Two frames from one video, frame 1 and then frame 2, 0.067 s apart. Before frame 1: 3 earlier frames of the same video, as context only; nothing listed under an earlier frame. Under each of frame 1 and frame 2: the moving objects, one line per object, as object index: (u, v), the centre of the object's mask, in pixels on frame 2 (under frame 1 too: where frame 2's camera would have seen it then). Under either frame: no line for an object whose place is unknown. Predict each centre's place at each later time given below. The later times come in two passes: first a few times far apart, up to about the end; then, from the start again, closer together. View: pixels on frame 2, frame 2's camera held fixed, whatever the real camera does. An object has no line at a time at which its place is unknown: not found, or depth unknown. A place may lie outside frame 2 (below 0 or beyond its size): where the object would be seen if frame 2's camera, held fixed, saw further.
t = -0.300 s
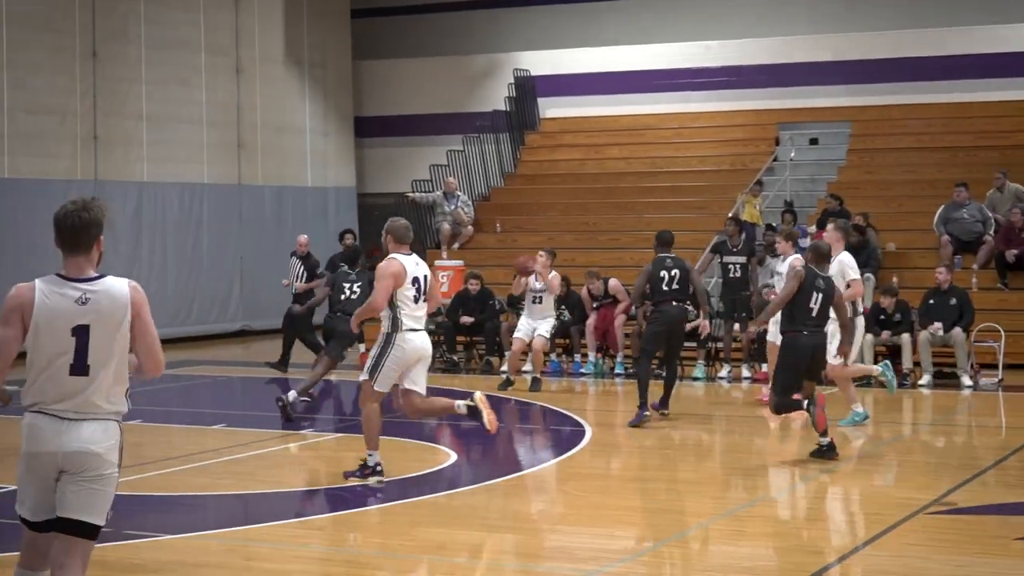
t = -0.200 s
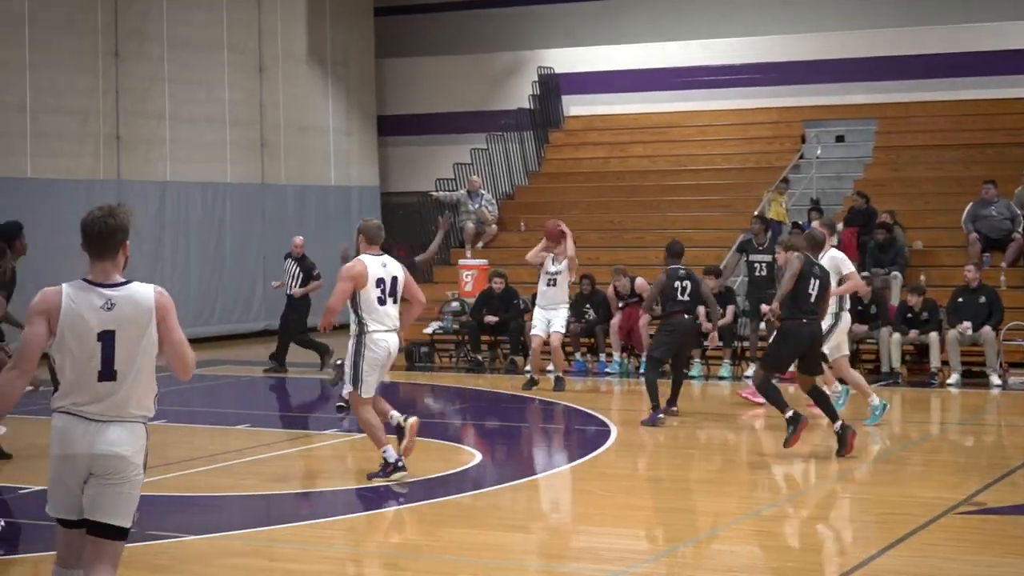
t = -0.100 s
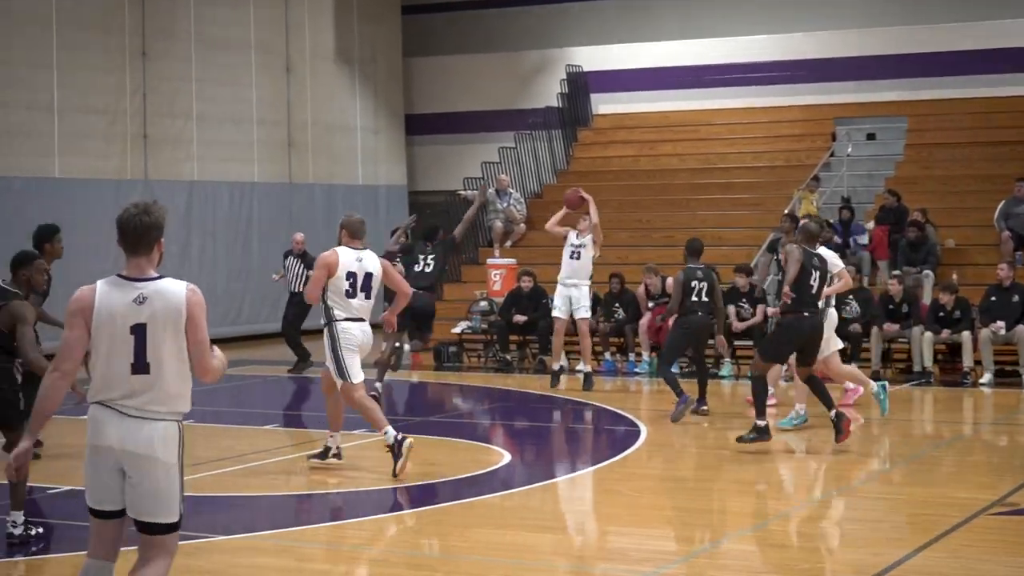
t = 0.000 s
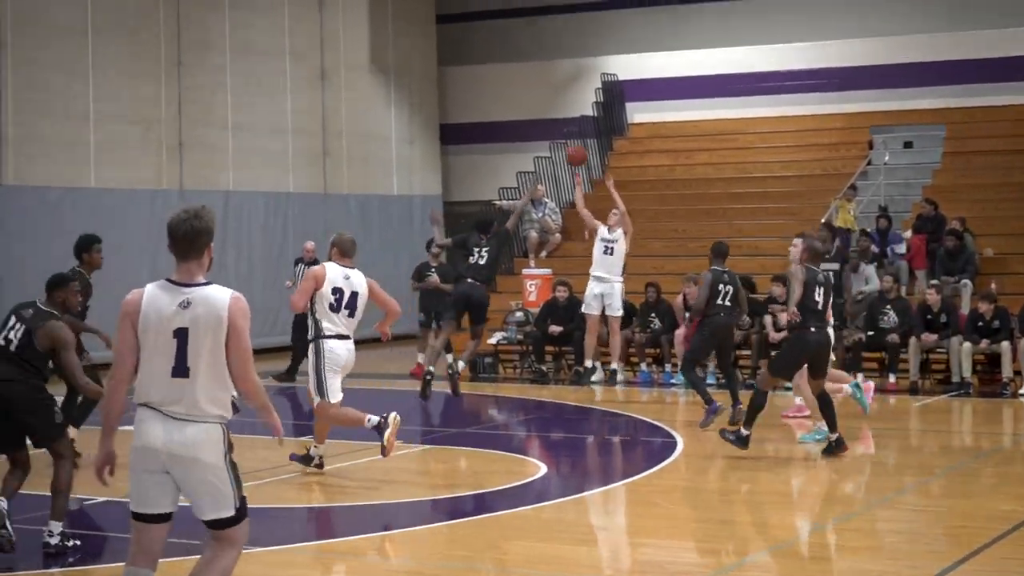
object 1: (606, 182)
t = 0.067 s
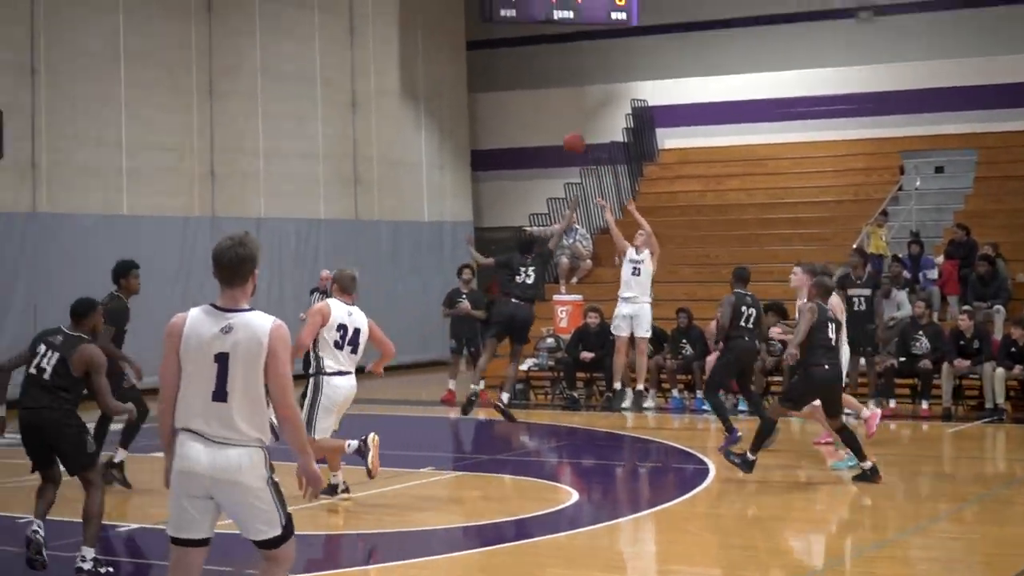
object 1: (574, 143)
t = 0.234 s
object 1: (490, 61)
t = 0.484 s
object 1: (359, -18)
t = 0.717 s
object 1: (231, -41)
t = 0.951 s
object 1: (95, -7)
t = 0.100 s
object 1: (557, 125)
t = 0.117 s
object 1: (549, 117)
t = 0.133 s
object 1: (541, 108)
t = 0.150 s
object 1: (532, 100)
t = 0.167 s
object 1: (524, 92)
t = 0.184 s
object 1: (515, 84)
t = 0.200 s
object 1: (506, 76)
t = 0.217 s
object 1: (498, 69)
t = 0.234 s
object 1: (490, 61)
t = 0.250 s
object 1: (481, 54)
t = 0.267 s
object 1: (474, 48)
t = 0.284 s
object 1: (464, 41)
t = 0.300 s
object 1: (455, 36)
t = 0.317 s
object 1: (446, 29)
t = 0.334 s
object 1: (438, 23)
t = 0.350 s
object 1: (429, 17)
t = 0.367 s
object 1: (420, 12)
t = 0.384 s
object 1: (412, 7)
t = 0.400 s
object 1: (403, 2)
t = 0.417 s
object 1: (394, -2)
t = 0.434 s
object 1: (386, -7)
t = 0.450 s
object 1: (377, -11)
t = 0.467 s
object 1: (368, -14)
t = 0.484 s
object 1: (359, -18)
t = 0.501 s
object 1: (350, -21)
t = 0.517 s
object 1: (341, -24)
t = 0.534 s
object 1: (333, -27)
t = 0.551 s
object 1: (323, -29)
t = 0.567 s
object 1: (314, -32)
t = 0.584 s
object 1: (305, -34)
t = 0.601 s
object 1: (296, -36)
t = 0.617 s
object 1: (287, -37)
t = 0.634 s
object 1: (278, -39)
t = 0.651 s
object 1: (269, -40)
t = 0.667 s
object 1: (260, -40)
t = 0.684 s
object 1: (250, -41)
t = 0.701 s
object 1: (241, -41)
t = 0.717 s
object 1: (231, -41)
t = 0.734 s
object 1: (222, -41)
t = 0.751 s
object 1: (212, -40)
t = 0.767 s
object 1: (203, -39)
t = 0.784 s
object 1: (193, -38)
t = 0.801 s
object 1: (183, -37)
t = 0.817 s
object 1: (173, -35)
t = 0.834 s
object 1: (163, -33)
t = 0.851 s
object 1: (153, -30)
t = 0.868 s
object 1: (144, -27)
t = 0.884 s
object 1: (134, -24)
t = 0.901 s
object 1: (125, -20)
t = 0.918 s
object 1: (114, -16)
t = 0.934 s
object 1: (105, -12)
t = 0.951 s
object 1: (95, -7)
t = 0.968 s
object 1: (84, -2)
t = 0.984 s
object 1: (75, 3)
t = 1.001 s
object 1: (64, 8)
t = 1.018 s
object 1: (54, 15)
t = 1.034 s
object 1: (43, 21)
